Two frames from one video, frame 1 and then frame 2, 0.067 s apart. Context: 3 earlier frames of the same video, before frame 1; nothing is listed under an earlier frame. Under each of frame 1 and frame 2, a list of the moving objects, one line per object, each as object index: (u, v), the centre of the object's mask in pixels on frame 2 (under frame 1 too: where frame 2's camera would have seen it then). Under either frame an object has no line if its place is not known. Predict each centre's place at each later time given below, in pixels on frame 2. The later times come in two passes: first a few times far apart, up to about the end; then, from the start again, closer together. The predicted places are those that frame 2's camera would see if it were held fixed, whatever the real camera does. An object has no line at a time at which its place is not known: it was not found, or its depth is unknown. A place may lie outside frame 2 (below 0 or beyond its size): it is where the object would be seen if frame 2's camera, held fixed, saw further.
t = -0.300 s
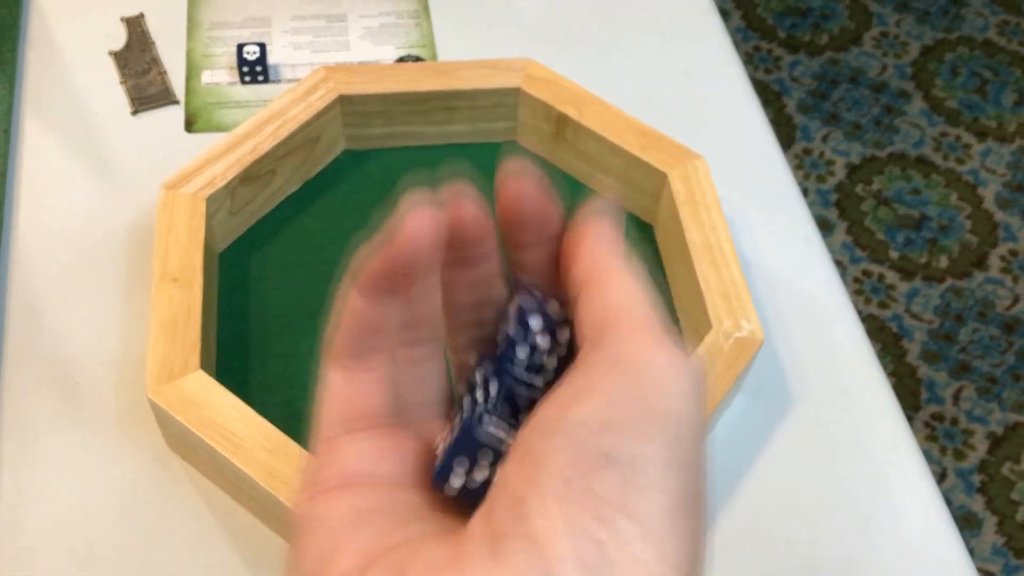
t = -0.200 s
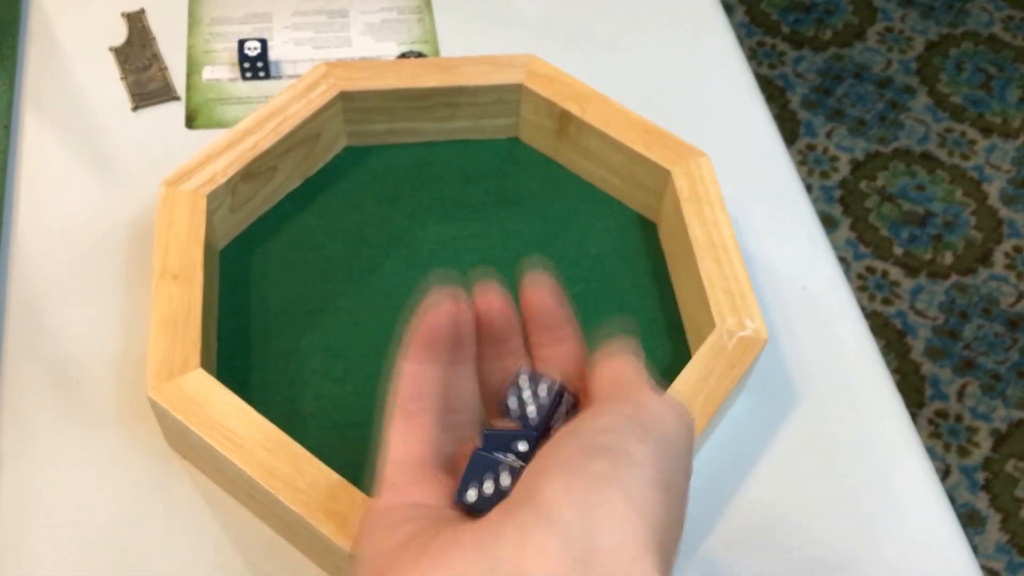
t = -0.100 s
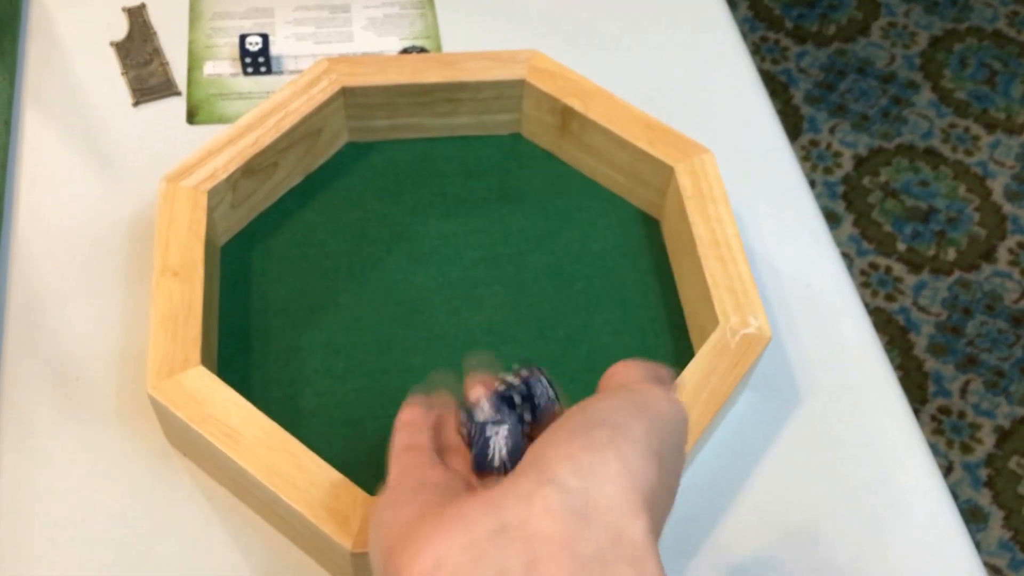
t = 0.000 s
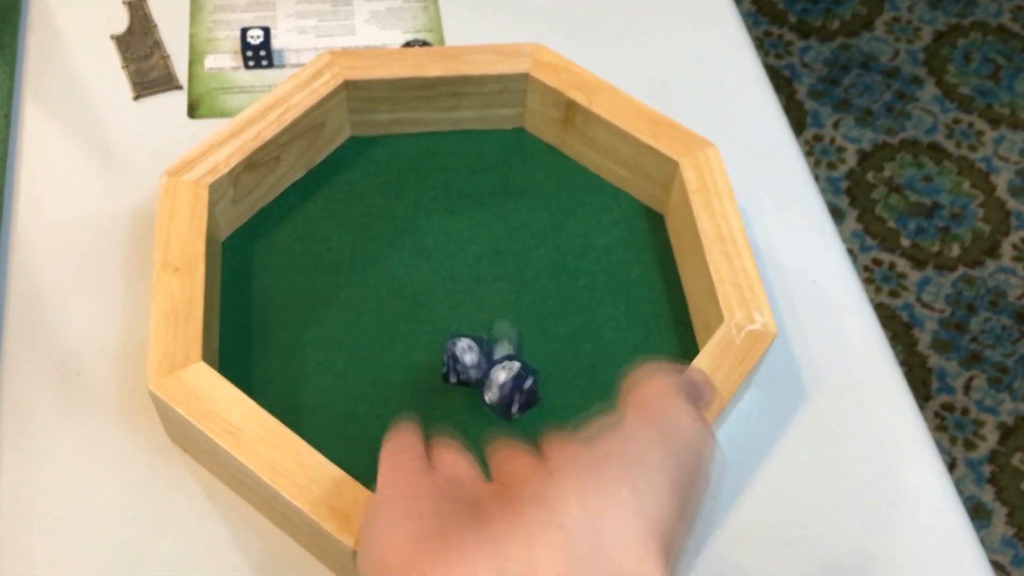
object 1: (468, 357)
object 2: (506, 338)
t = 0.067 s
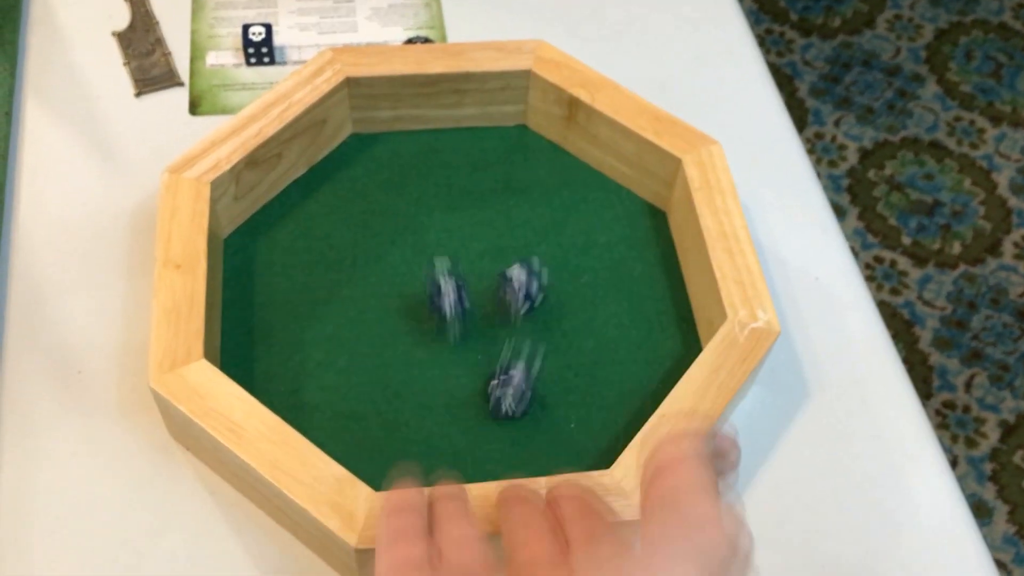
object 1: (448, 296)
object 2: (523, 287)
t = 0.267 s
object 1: (446, 193)
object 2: (564, 170)
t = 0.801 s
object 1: (465, 163)
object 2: (557, 167)
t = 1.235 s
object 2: (556, 166)
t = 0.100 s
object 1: (440, 276)
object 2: (534, 267)
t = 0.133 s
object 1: (431, 258)
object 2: (542, 239)
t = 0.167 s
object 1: (431, 238)
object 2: (548, 222)
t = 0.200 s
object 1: (433, 219)
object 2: (553, 207)
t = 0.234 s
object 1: (441, 206)
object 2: (559, 185)
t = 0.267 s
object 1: (446, 193)
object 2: (564, 170)
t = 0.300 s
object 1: (451, 181)
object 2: (566, 162)
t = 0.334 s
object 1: (454, 171)
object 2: (560, 166)
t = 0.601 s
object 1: (465, 162)
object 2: (556, 166)
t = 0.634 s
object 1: (465, 163)
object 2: (556, 167)
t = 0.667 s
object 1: (465, 162)
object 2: (557, 166)
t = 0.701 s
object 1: (465, 162)
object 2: (557, 167)
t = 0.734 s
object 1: (465, 162)
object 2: (556, 166)
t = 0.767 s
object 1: (465, 163)
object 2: (556, 166)
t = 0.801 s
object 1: (465, 163)
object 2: (557, 167)
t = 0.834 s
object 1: (465, 163)
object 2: (557, 167)
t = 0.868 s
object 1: (465, 162)
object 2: (557, 166)
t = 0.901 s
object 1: (465, 162)
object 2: (557, 166)
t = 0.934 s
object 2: (557, 166)
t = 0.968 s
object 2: (557, 166)
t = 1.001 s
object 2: (556, 166)
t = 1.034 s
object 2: (557, 166)
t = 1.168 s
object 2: (556, 166)
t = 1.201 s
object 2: (557, 166)
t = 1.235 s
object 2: (556, 166)
